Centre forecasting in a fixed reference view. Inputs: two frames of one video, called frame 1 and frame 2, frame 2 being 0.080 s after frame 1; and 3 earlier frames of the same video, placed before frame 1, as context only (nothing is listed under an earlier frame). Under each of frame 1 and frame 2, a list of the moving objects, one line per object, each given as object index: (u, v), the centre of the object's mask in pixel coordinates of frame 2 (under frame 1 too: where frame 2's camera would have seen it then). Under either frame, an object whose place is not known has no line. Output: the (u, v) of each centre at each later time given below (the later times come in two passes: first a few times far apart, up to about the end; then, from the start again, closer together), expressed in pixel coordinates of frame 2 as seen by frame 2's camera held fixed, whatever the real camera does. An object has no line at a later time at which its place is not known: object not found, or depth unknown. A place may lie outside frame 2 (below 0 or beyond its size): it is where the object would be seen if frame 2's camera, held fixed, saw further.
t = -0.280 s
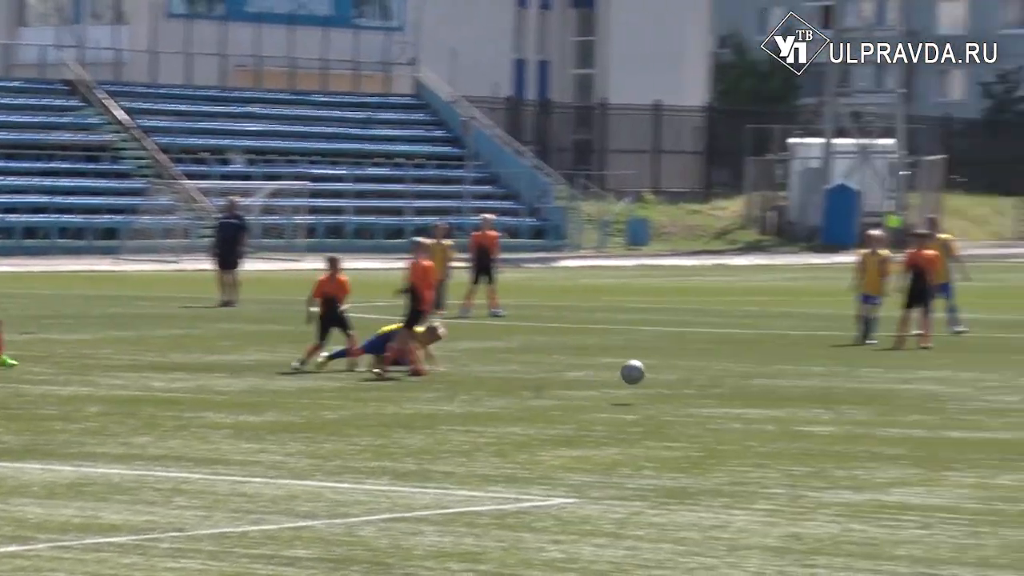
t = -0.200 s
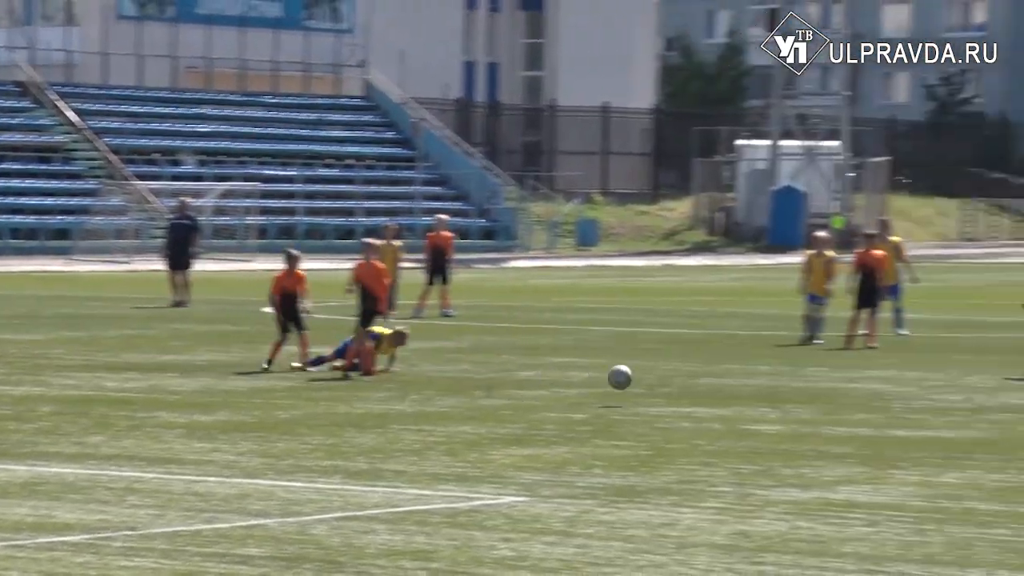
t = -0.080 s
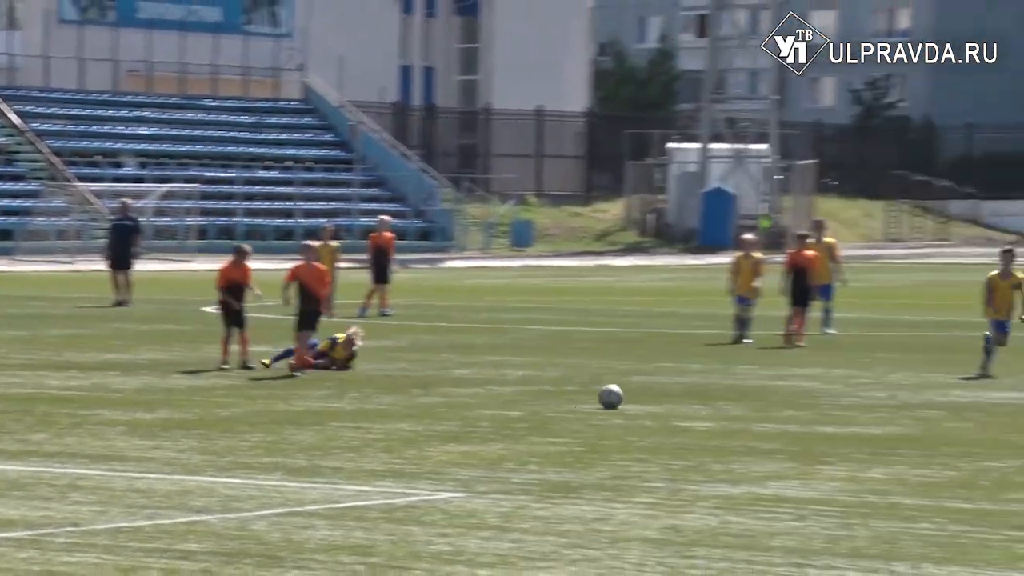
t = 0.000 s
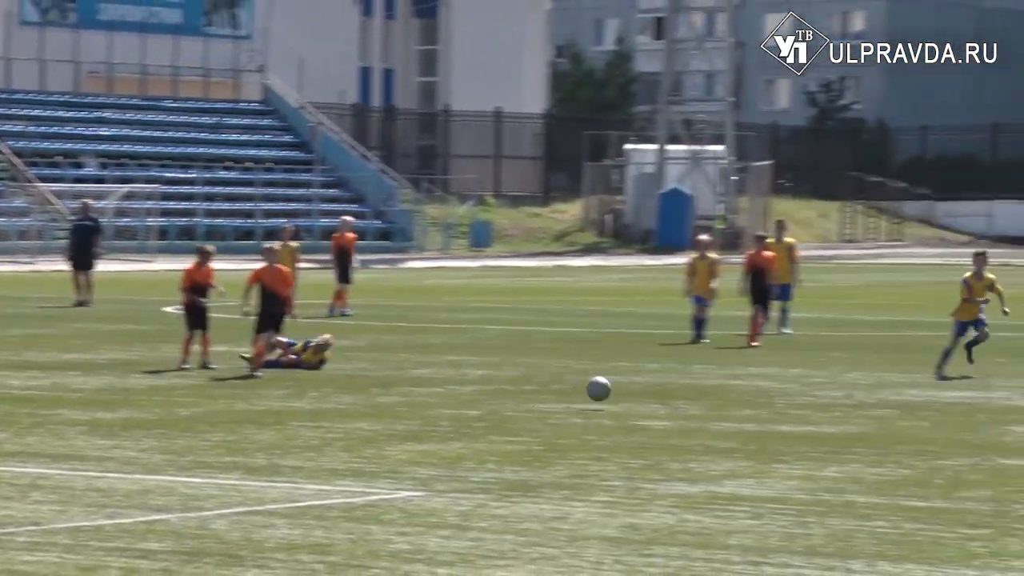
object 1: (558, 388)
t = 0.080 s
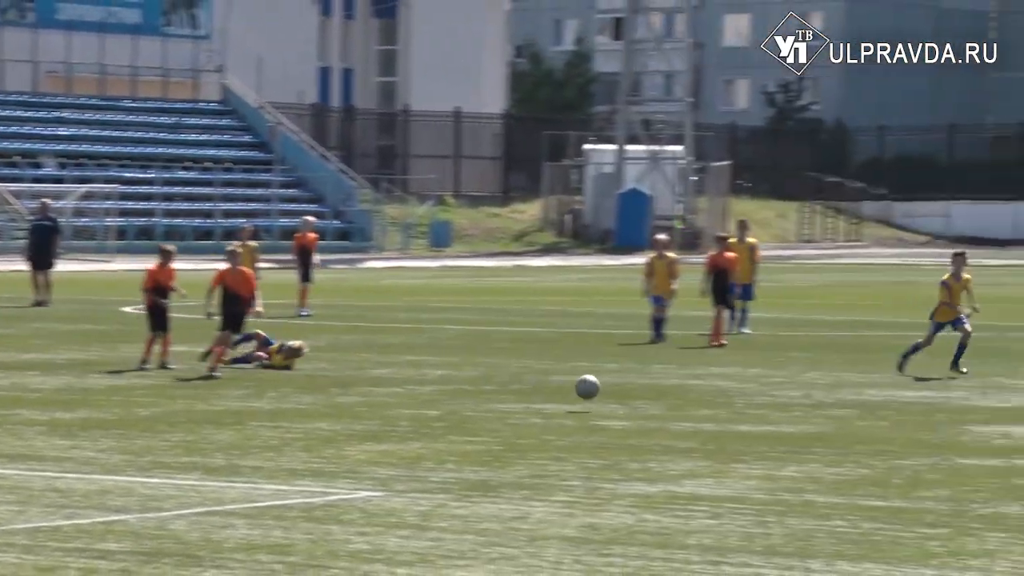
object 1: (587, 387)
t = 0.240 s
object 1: (646, 403)
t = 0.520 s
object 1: (749, 407)
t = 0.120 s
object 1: (602, 389)
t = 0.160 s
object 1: (617, 393)
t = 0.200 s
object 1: (632, 399)
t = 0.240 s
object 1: (646, 403)
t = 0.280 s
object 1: (661, 399)
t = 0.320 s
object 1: (676, 398)
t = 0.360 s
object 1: (690, 398)
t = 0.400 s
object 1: (705, 400)
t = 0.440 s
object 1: (720, 404)
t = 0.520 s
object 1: (749, 407)
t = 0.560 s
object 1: (765, 406)
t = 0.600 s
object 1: (780, 407)
